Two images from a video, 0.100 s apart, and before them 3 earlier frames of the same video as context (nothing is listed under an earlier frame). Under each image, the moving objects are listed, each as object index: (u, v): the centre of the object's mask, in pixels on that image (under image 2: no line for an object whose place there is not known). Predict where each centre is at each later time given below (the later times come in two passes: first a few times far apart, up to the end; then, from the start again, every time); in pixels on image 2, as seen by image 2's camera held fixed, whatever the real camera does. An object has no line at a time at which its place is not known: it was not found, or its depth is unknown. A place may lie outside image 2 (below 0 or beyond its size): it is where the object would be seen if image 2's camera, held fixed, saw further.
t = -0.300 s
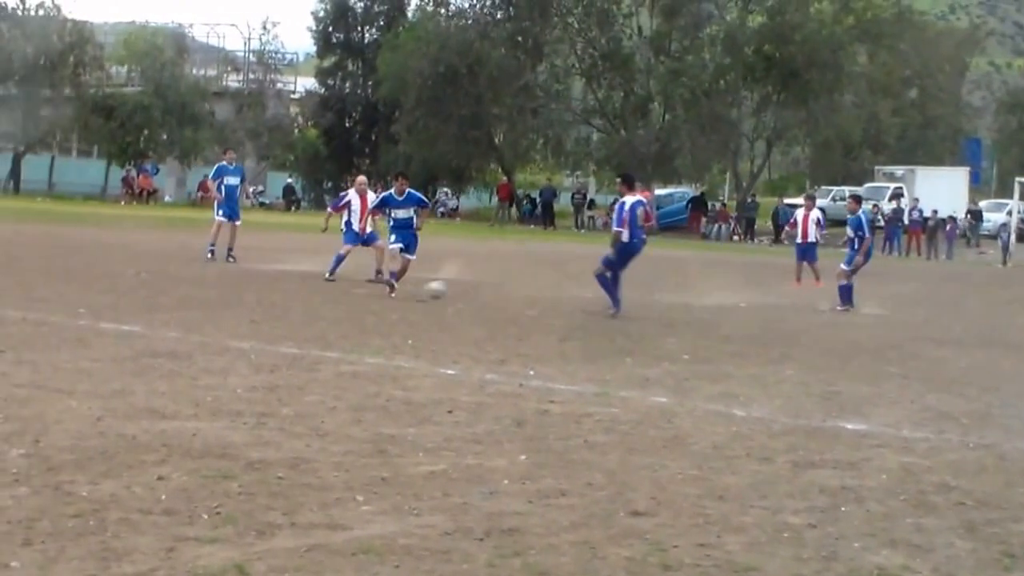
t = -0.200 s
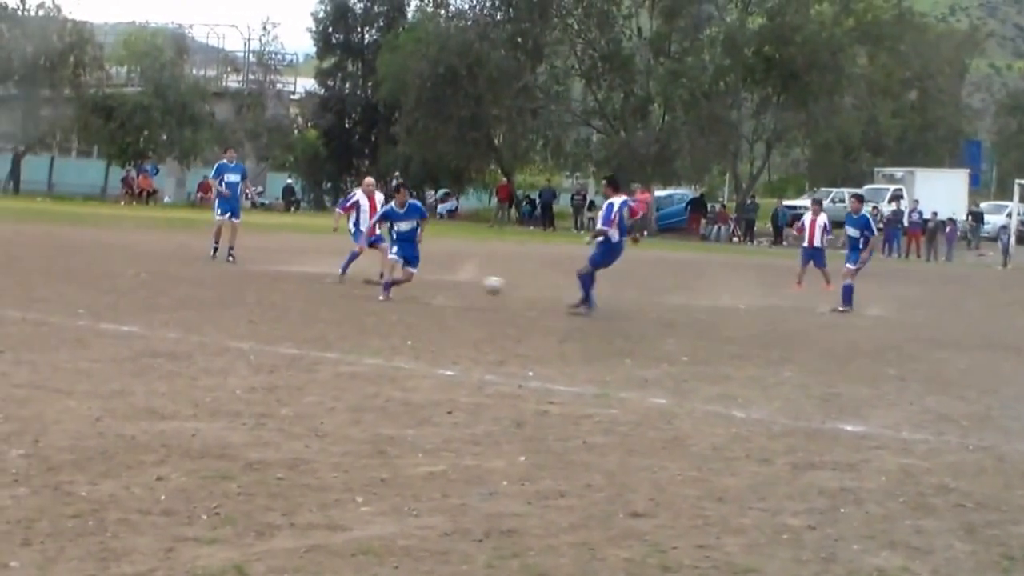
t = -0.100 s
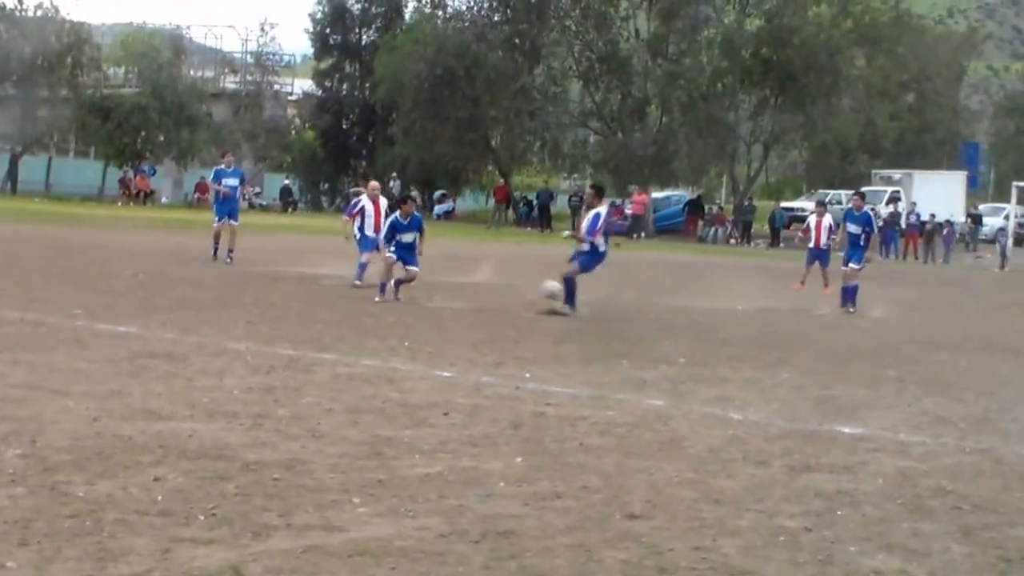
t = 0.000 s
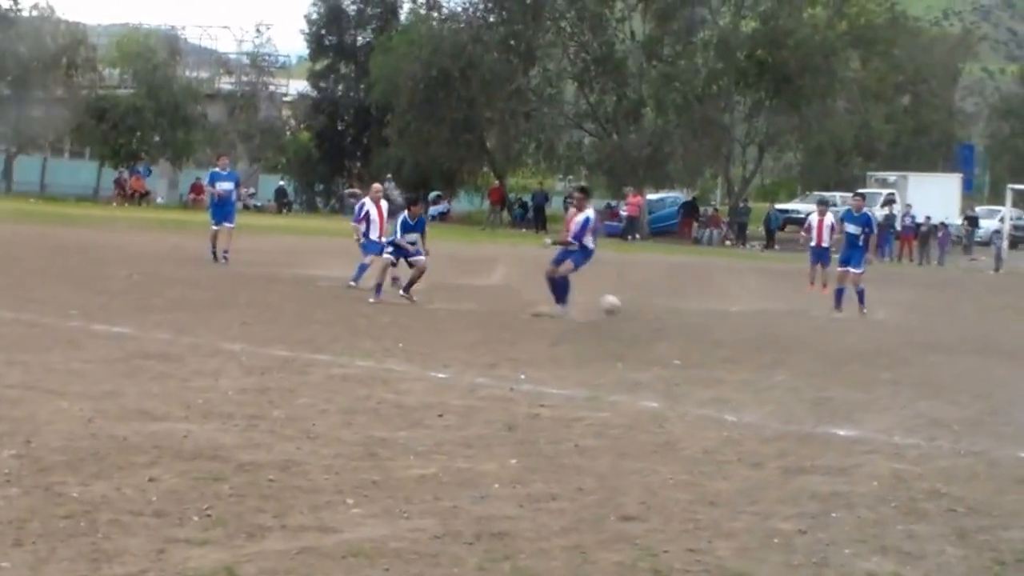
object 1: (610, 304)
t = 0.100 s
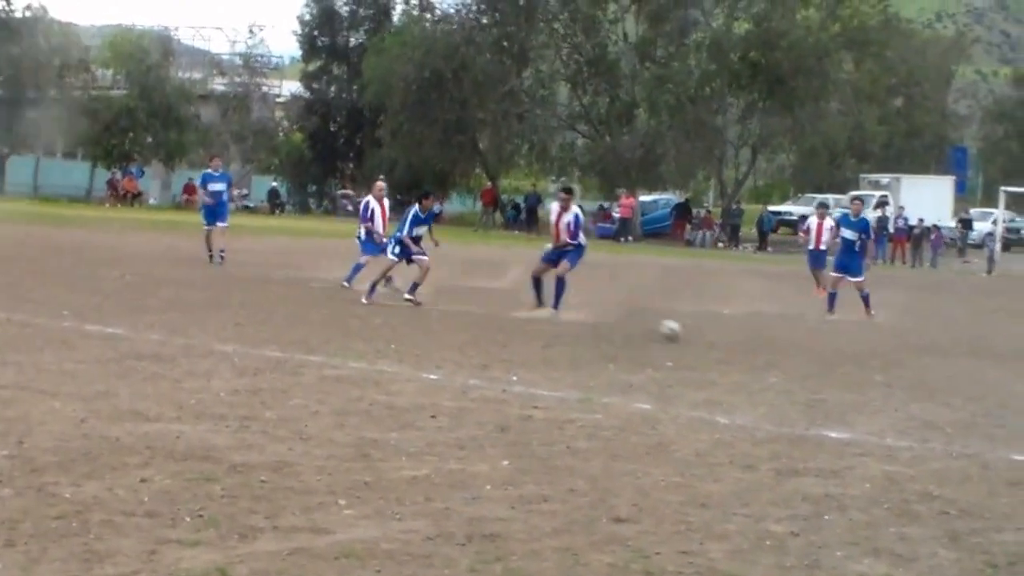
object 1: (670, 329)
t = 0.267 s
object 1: (769, 324)
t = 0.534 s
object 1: (931, 362)
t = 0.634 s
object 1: (997, 362)
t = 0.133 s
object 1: (690, 330)
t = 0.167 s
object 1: (710, 327)
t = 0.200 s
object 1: (728, 325)
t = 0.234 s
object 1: (747, 324)
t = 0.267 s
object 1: (769, 324)
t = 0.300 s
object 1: (788, 326)
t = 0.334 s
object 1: (807, 328)
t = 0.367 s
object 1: (828, 331)
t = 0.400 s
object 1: (848, 336)
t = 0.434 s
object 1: (868, 342)
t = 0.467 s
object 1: (890, 349)
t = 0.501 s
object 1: (911, 359)
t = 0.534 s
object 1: (931, 362)
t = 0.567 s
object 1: (953, 362)
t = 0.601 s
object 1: (974, 362)
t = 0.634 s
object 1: (997, 362)
